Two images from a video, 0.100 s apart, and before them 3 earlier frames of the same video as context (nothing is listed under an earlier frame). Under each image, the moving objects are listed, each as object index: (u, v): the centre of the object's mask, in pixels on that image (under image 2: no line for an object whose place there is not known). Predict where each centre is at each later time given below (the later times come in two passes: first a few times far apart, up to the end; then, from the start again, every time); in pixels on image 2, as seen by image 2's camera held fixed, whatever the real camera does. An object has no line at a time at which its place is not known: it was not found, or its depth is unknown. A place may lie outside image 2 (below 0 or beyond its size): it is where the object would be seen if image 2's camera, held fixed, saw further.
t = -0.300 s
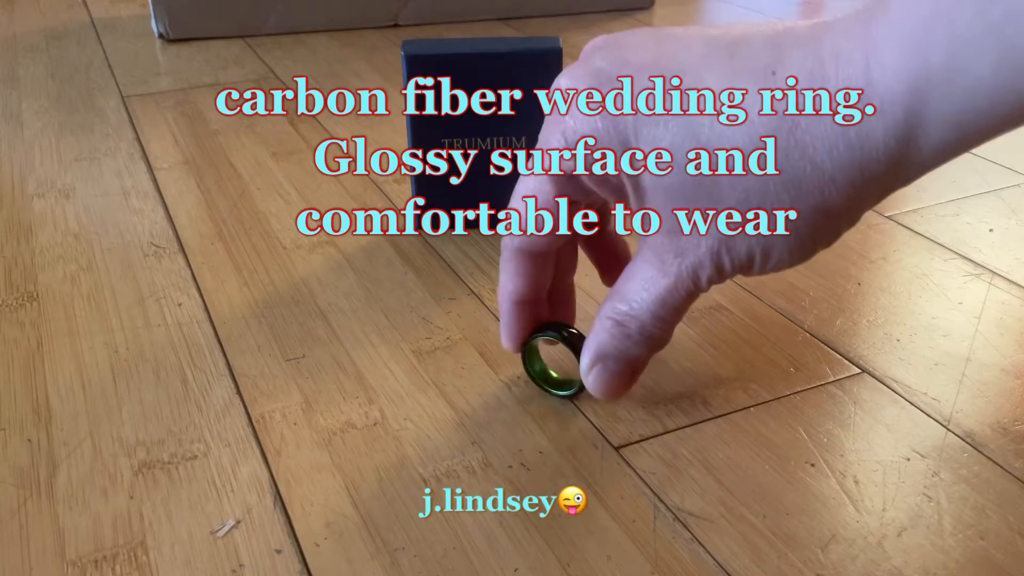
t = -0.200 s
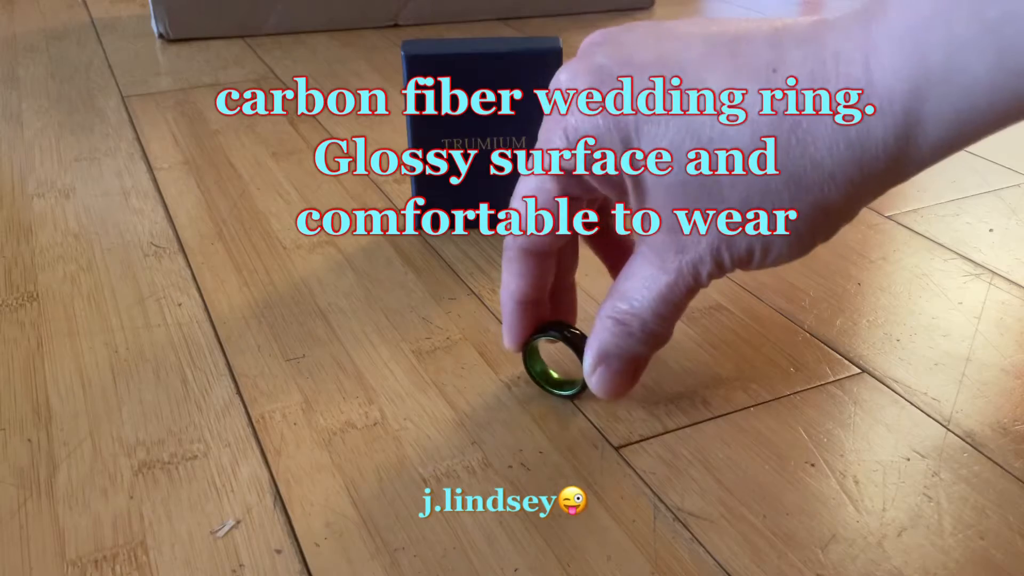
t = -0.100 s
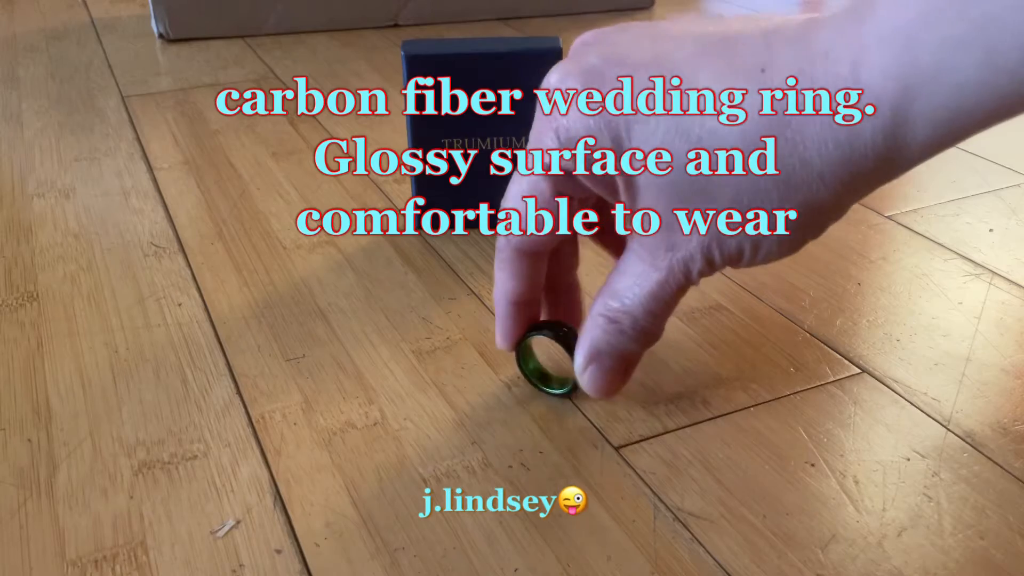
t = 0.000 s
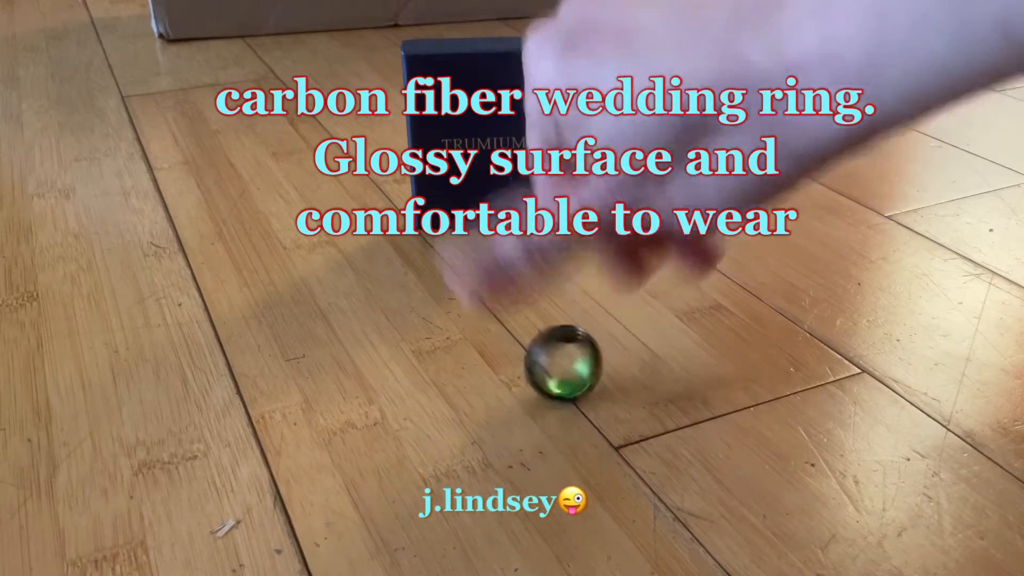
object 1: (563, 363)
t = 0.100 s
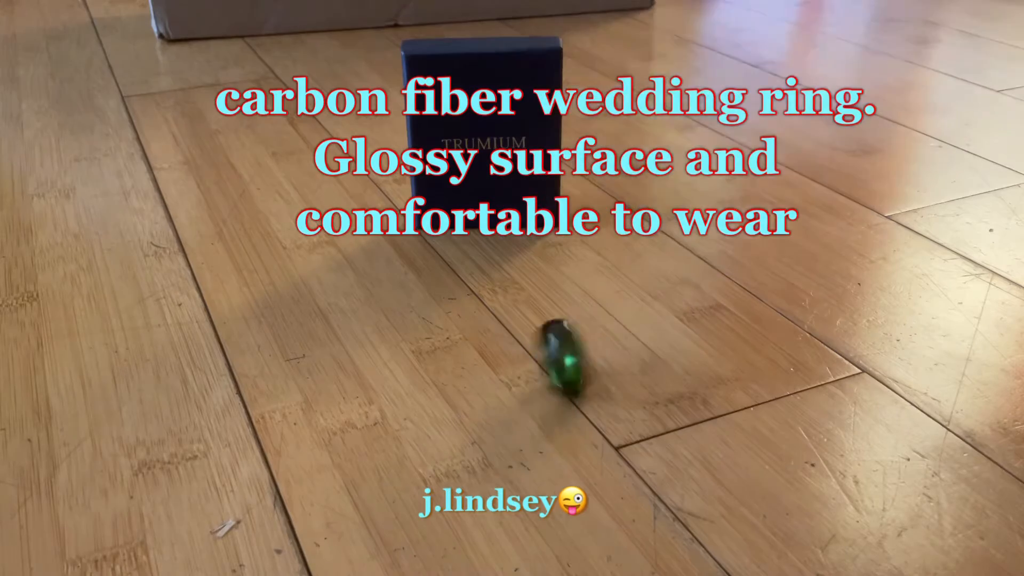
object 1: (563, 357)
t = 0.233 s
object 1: (573, 351)
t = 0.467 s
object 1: (598, 355)
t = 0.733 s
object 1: (591, 367)
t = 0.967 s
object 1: (568, 365)
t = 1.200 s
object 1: (577, 353)
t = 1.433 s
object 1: (610, 362)
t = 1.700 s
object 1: (614, 390)
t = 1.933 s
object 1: (573, 404)
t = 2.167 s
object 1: (524, 400)
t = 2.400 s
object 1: (507, 377)
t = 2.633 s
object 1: (520, 355)
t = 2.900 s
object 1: (554, 348)
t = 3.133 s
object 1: (593, 352)
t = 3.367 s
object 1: (603, 376)
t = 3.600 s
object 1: (564, 388)
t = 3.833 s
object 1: (536, 365)
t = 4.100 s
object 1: (572, 351)
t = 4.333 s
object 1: (616, 363)
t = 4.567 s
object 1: (611, 393)
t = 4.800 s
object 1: (563, 407)
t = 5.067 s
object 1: (513, 388)
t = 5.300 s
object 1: (501, 364)
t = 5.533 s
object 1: (500, 343)
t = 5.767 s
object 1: (504, 326)
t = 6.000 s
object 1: (492, 315)
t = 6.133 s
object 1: (481, 314)
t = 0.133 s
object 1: (564, 355)
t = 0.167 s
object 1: (568, 354)
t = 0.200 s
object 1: (570, 353)
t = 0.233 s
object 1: (573, 351)
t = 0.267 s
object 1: (578, 350)
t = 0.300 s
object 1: (579, 349)
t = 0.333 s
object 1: (584, 348)
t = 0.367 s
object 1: (587, 349)
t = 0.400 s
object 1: (590, 352)
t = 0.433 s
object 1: (592, 351)
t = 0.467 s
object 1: (598, 355)
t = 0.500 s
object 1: (599, 356)
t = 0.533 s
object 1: (601, 357)
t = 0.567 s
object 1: (601, 358)
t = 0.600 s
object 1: (601, 361)
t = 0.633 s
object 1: (597, 362)
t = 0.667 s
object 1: (596, 366)
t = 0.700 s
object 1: (595, 367)
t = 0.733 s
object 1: (591, 367)
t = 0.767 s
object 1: (587, 369)
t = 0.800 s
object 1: (585, 369)
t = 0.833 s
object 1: (580, 370)
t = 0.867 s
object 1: (574, 368)
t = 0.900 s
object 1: (572, 366)
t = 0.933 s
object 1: (570, 367)
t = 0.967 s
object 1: (568, 365)
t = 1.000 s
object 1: (567, 364)
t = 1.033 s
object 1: (568, 362)
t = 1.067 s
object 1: (568, 361)
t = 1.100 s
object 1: (567, 359)
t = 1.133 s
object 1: (571, 358)
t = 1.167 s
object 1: (576, 354)
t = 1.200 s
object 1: (577, 353)
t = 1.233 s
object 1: (581, 353)
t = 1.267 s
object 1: (588, 353)
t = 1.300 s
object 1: (590, 353)
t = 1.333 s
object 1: (594, 353)
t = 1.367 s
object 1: (600, 355)
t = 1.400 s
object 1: (607, 360)
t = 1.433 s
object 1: (610, 362)
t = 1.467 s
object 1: (612, 362)
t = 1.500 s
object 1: (613, 365)
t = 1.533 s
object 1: (617, 368)
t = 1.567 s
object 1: (616, 372)
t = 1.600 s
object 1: (618, 374)
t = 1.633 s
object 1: (617, 378)
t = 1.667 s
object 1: (618, 383)
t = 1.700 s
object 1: (614, 390)
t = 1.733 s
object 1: (609, 390)
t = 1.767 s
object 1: (605, 393)
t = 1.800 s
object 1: (599, 398)
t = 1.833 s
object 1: (592, 398)
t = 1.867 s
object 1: (587, 401)
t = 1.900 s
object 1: (580, 404)
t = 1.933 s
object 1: (573, 404)
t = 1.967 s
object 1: (565, 407)
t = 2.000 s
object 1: (558, 407)
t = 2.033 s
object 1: (549, 404)
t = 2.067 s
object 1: (543, 404)
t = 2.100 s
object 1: (535, 403)
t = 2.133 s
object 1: (531, 401)
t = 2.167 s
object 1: (524, 400)
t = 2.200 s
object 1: (520, 397)
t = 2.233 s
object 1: (518, 394)
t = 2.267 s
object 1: (515, 393)
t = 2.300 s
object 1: (510, 387)
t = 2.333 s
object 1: (509, 384)
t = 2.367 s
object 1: (508, 383)
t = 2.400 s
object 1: (507, 377)
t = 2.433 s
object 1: (508, 375)
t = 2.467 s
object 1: (507, 373)
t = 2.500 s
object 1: (509, 369)
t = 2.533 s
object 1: (511, 363)
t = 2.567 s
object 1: (515, 361)
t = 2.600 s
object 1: (518, 360)
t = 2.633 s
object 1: (520, 355)
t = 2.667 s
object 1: (523, 353)
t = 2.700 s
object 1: (528, 353)
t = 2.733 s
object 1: (531, 347)
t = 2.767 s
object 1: (535, 349)
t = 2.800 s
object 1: (536, 350)
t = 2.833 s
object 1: (543, 343)
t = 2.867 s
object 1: (548, 345)
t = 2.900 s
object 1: (554, 348)
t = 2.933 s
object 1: (559, 344)
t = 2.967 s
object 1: (564, 345)
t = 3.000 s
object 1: (571, 348)
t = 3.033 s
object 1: (578, 345)
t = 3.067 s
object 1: (583, 346)
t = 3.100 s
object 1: (590, 352)
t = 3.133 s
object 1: (593, 352)
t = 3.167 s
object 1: (597, 354)
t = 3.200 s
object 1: (603, 361)
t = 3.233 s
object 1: (606, 363)
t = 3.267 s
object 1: (607, 363)
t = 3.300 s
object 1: (607, 369)
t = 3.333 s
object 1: (606, 375)
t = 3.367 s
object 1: (603, 376)
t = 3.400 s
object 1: (602, 381)
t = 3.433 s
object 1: (598, 386)
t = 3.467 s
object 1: (591, 385)
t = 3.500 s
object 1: (585, 386)
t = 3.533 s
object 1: (577, 390)
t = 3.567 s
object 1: (569, 389)
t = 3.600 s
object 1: (564, 388)
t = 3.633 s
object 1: (557, 389)
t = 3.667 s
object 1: (551, 386)
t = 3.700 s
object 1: (546, 379)
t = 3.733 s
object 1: (540, 378)
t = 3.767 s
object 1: (535, 377)
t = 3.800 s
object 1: (534, 370)
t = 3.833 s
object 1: (536, 365)
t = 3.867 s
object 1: (536, 362)
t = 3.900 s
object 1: (539, 359)
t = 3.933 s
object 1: (541, 355)
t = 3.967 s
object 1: (544, 354)
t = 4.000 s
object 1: (548, 351)
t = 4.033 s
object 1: (557, 346)
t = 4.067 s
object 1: (564, 345)
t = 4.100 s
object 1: (572, 351)
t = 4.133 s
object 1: (582, 346)
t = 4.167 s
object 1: (588, 347)
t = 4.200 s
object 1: (595, 353)
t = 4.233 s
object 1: (601, 353)
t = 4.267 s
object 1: (606, 354)
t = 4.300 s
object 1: (611, 361)
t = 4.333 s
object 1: (616, 363)
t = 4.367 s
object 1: (620, 365)
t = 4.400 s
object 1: (622, 374)
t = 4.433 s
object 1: (624, 382)
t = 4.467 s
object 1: (623, 379)
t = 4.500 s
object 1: (618, 387)
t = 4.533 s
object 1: (616, 398)
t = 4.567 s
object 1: (611, 393)
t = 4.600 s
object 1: (602, 398)
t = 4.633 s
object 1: (597, 405)
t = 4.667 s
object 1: (591, 401)
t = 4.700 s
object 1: (584, 404)
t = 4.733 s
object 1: (578, 405)
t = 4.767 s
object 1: (571, 402)
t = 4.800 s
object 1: (563, 407)
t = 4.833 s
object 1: (556, 404)
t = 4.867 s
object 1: (548, 401)
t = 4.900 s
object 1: (541, 407)
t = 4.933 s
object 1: (533, 400)
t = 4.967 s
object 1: (528, 395)
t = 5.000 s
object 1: (521, 400)
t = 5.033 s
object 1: (517, 390)
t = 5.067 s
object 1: (513, 388)
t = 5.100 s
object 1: (509, 387)
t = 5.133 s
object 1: (507, 379)
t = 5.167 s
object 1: (504, 380)
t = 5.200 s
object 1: (503, 375)
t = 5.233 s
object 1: (503, 371)
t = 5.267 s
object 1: (503, 370)
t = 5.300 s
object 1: (501, 364)
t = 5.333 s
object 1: (500, 366)
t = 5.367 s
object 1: (500, 359)
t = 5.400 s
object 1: (500, 357)
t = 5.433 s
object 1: (499, 355)
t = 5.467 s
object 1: (500, 350)
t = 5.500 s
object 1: (499, 350)
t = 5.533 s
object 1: (500, 343)
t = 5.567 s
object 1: (500, 345)
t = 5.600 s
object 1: (501, 337)
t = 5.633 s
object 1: (504, 339)
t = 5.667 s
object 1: (505, 331)
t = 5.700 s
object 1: (505, 331)
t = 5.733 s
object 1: (504, 326)
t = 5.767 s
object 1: (504, 326)
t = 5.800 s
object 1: (503, 321)
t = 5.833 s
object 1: (503, 322)
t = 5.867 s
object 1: (501, 317)
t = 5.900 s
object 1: (499, 318)
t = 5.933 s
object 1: (498, 315)
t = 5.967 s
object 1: (495, 313)
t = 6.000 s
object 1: (492, 315)
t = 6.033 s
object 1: (490, 311)
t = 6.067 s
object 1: (487, 311)
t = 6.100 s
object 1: (484, 312)
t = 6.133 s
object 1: (481, 314)
